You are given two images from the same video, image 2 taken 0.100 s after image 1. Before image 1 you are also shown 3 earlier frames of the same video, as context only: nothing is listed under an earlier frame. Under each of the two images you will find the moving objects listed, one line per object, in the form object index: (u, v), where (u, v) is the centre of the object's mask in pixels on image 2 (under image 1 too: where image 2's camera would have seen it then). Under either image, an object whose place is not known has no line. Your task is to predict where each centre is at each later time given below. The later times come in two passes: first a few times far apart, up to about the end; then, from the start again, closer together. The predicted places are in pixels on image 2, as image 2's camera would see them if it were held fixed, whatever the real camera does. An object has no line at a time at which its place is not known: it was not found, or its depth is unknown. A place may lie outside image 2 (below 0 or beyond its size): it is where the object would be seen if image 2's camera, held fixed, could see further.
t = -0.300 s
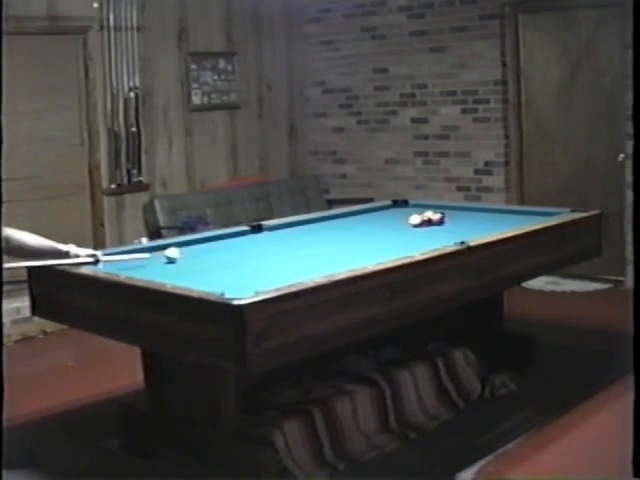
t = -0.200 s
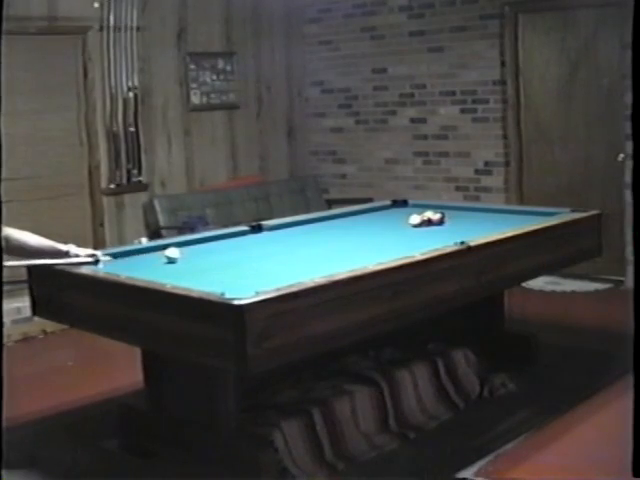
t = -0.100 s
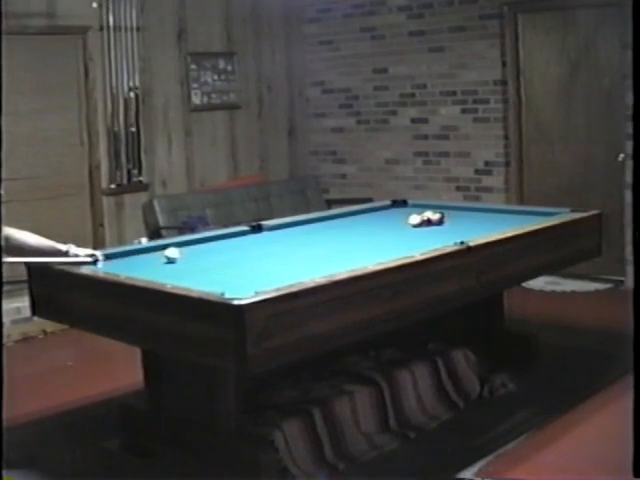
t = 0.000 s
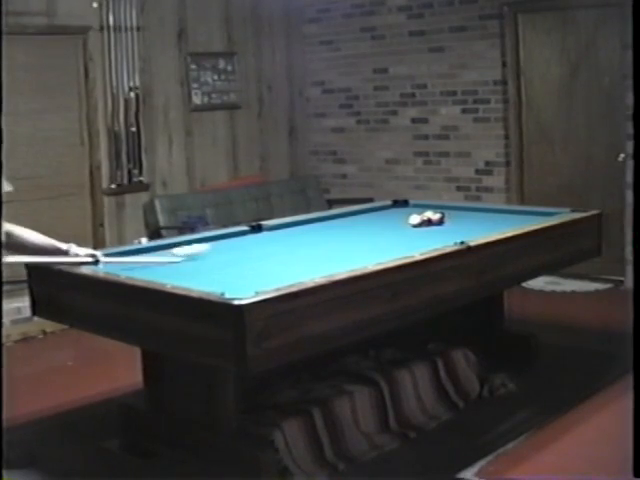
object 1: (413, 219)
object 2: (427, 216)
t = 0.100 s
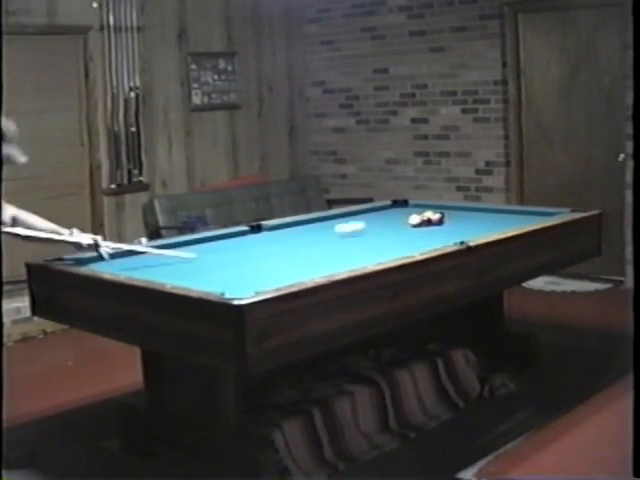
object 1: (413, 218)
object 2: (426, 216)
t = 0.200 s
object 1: (418, 219)
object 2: (432, 217)
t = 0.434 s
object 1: (428, 222)
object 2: (446, 214)
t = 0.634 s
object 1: (438, 224)
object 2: (458, 212)
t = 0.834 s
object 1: (447, 226)
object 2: (469, 210)
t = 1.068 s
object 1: (458, 229)
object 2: (481, 208)
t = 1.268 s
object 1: (468, 230)
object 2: (487, 208)
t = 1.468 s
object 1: (471, 232)
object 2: (483, 208)
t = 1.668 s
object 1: (463, 232)
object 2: (479, 209)
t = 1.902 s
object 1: (454, 233)
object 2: (476, 210)
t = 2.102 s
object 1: (446, 233)
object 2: (472, 212)
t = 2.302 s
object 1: (440, 232)
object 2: (469, 212)
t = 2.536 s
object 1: (435, 233)
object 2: (466, 213)
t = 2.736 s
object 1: (432, 233)
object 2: (464, 214)
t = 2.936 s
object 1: (429, 233)
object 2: (463, 214)
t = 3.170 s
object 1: (426, 232)
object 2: (460, 215)
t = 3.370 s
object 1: (425, 233)
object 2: (459, 216)
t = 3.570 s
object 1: (424, 233)
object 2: (458, 216)
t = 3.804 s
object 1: (424, 233)
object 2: (456, 217)
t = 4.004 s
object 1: (424, 233)
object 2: (454, 217)
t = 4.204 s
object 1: (425, 233)
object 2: (454, 217)
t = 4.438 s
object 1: (424, 233)
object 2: (452, 217)
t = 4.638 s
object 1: (425, 233)
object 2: (453, 217)
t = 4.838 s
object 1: (425, 233)
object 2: (452, 217)
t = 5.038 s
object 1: (425, 233)
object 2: (452, 217)
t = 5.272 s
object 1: (425, 232)
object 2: (453, 217)
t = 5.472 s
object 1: (425, 233)
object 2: (453, 217)
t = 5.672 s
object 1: (424, 233)
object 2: (453, 217)
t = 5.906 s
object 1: (424, 233)
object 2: (452, 218)
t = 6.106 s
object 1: (423, 233)
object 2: (451, 218)
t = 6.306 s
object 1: (424, 233)
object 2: (452, 218)
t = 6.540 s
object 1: (424, 233)
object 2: (453, 218)
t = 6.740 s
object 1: (424, 232)
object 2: (452, 218)
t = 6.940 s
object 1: (424, 232)
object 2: (452, 217)
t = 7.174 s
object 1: (424, 232)
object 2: (452, 218)
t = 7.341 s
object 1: (425, 232)
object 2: (452, 218)
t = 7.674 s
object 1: (425, 232)
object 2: (452, 218)
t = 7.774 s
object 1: (425, 232)
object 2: (453, 218)
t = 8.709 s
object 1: (425, 234)
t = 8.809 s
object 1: (425, 234)
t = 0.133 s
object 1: (415, 219)
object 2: (427, 217)
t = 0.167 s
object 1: (415, 219)
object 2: (429, 217)
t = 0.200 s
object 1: (418, 219)
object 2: (432, 217)
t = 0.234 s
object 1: (420, 220)
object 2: (434, 217)
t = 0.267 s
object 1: (421, 220)
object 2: (434, 214)
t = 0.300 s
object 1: (422, 221)
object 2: (438, 215)
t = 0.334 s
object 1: (424, 221)
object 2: (441, 215)
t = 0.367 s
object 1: (426, 221)
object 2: (443, 214)
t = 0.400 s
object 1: (427, 222)
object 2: (444, 214)
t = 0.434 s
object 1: (428, 222)
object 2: (446, 214)
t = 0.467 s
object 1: (430, 222)
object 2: (449, 214)
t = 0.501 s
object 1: (432, 223)
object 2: (451, 214)
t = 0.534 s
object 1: (434, 223)
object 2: (453, 213)
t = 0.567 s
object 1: (434, 224)
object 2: (454, 213)
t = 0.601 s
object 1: (437, 224)
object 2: (457, 212)
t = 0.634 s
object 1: (438, 224)
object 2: (458, 212)
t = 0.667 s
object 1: (440, 225)
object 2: (460, 212)
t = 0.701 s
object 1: (441, 225)
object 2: (462, 212)
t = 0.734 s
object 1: (442, 225)
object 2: (464, 211)
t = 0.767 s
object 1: (443, 226)
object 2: (465, 211)
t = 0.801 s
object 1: (446, 226)
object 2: (468, 210)
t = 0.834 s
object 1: (447, 226)
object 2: (469, 210)
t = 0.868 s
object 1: (449, 227)
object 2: (471, 210)
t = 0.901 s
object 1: (450, 228)
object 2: (473, 210)
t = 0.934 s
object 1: (453, 227)
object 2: (475, 209)
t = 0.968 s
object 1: (453, 228)
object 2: (476, 209)
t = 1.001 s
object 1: (455, 228)
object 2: (478, 209)
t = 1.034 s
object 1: (457, 229)
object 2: (480, 208)
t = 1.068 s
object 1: (458, 229)
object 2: (481, 208)
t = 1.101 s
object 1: (460, 229)
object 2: (482, 208)
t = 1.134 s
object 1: (462, 229)
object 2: (484, 208)
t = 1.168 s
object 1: (463, 230)
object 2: (486, 208)
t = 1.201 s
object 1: (465, 230)
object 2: (488, 208)
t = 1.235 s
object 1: (466, 230)
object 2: (487, 208)
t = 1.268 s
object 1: (468, 230)
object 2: (487, 208)
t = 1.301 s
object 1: (470, 231)
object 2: (486, 208)
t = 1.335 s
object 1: (471, 231)
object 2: (486, 208)
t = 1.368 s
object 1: (472, 231)
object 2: (485, 208)
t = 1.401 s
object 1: (474, 232)
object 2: (484, 208)
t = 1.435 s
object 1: (473, 232)
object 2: (484, 208)
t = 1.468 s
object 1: (471, 232)
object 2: (483, 208)
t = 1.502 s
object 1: (470, 232)
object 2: (482, 208)
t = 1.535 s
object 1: (469, 232)
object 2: (482, 209)
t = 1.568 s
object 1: (467, 232)
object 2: (481, 209)
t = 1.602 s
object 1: (466, 232)
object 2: (481, 209)
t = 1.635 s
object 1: (465, 232)
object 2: (480, 209)
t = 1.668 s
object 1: (463, 232)
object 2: (479, 209)
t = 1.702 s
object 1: (461, 233)
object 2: (479, 209)
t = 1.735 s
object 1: (460, 232)
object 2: (479, 209)
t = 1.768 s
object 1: (459, 232)
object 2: (478, 209)
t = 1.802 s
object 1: (458, 232)
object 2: (478, 209)
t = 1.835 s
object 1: (457, 233)
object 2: (476, 209)
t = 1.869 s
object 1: (455, 233)
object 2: (476, 209)
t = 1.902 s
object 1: (454, 233)
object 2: (476, 210)
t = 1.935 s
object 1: (453, 233)
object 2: (475, 210)
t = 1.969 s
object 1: (451, 234)
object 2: (474, 210)
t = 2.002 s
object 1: (450, 233)
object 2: (474, 211)
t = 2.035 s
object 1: (449, 233)
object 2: (473, 211)
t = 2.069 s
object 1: (447, 233)
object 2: (473, 212)
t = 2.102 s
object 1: (446, 233)
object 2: (472, 212)
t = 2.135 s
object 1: (445, 232)
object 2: (472, 211)
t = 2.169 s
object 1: (444, 232)
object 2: (471, 212)
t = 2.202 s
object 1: (443, 232)
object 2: (471, 212)
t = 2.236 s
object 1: (443, 232)
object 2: (471, 212)
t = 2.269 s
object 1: (442, 232)
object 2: (470, 212)
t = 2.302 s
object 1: (440, 232)
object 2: (469, 212)
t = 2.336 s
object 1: (440, 232)
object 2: (469, 212)
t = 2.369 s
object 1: (438, 232)
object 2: (468, 212)
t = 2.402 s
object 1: (437, 232)
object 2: (468, 212)
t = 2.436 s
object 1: (436, 232)
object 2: (468, 213)
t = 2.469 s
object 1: (437, 232)
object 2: (468, 213)
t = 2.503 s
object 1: (435, 233)
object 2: (466, 213)
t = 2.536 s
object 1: (435, 233)
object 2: (466, 213)
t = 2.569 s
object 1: (434, 232)
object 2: (465, 213)
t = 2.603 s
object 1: (433, 233)
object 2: (465, 213)
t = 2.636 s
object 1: (433, 232)
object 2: (465, 213)
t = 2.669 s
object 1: (432, 233)
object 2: (465, 214)
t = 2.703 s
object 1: (432, 233)
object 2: (465, 214)
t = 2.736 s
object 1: (432, 233)
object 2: (464, 214)
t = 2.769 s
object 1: (431, 233)
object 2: (464, 214)
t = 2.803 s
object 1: (430, 233)
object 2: (464, 214)
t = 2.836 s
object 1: (430, 232)
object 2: (463, 214)
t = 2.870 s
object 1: (429, 233)
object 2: (463, 214)
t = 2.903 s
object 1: (429, 233)
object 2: (463, 214)
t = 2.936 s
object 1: (429, 233)
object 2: (463, 214)
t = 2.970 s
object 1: (428, 232)
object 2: (462, 215)
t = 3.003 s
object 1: (427, 232)
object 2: (462, 215)
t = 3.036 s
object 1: (427, 233)
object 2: (462, 215)
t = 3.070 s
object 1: (427, 232)
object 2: (461, 215)
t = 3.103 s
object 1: (426, 233)
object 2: (461, 215)
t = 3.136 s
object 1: (426, 233)
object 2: (461, 215)
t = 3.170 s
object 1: (426, 232)
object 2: (460, 215)
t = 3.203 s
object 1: (426, 232)
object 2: (460, 215)
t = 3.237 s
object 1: (425, 233)
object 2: (460, 215)
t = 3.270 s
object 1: (425, 233)
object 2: (460, 215)
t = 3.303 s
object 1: (425, 233)
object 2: (459, 216)
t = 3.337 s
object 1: (425, 233)
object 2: (459, 216)
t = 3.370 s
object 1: (425, 233)
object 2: (459, 216)
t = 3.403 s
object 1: (424, 233)
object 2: (459, 216)
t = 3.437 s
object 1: (424, 233)
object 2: (459, 216)
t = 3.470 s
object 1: (424, 233)
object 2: (458, 216)
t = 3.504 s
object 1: (424, 233)
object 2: (458, 216)
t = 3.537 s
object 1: (424, 233)
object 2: (458, 216)
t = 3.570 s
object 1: (424, 233)
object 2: (458, 216)
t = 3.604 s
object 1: (424, 233)
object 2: (457, 216)
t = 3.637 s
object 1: (424, 233)
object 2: (457, 216)
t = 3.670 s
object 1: (425, 232)
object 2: (457, 216)
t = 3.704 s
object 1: (424, 233)
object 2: (457, 216)
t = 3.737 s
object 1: (424, 233)
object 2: (456, 216)
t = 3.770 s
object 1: (424, 233)
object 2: (456, 216)
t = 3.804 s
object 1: (424, 233)
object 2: (456, 217)
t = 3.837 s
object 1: (424, 233)
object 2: (456, 217)
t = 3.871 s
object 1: (424, 233)
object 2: (456, 217)
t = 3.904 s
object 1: (424, 233)
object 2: (455, 217)
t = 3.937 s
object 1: (424, 233)
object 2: (455, 217)
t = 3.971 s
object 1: (424, 233)
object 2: (454, 217)
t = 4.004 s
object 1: (424, 233)
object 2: (454, 217)
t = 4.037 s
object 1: (424, 233)
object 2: (454, 217)
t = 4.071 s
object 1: (424, 233)
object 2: (454, 217)
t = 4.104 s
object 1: (424, 233)
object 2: (453, 217)
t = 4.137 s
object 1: (424, 233)
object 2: (454, 217)
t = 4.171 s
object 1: (425, 233)
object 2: (454, 217)
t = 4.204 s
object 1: (425, 233)
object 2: (454, 217)
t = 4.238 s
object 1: (424, 233)
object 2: (454, 217)
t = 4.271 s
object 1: (424, 233)
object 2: (453, 217)
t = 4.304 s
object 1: (424, 233)
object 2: (453, 217)
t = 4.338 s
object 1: (425, 233)
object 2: (453, 217)
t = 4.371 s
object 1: (425, 233)
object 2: (453, 217)
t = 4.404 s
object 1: (424, 233)
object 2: (453, 217)
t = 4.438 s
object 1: (424, 233)
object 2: (452, 217)
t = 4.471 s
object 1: (425, 233)
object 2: (453, 217)
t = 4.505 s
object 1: (424, 233)
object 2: (453, 217)
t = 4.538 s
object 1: (424, 233)
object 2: (453, 217)
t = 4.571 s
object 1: (425, 233)
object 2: (453, 217)
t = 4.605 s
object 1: (425, 233)
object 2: (453, 217)
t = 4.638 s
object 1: (425, 233)
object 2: (453, 217)
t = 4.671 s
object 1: (425, 233)
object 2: (452, 217)
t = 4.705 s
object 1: (424, 233)
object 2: (452, 217)
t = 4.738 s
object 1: (425, 233)
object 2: (452, 217)
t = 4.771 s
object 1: (425, 233)
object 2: (452, 217)
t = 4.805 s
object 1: (425, 233)
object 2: (452, 217)
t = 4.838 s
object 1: (425, 233)
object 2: (452, 217)
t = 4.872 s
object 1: (425, 233)
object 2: (452, 217)
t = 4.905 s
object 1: (425, 233)
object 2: (452, 217)
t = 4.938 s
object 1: (425, 232)
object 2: (453, 217)
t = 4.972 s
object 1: (425, 232)
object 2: (452, 217)
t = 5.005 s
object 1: (425, 232)
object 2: (452, 217)
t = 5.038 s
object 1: (425, 233)
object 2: (452, 217)
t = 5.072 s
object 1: (425, 233)
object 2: (453, 217)
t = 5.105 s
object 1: (425, 232)
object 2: (452, 217)
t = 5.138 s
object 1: (425, 233)
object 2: (452, 217)
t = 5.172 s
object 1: (424, 232)
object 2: (452, 217)
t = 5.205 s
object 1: (424, 232)
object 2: (452, 217)
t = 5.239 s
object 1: (425, 233)
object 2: (453, 217)
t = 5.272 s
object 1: (425, 232)
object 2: (453, 217)
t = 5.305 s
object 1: (425, 233)
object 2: (453, 217)
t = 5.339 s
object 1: (425, 233)
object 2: (453, 217)
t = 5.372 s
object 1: (425, 232)
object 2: (453, 217)
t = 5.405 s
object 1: (425, 232)
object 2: (453, 217)
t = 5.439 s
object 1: (425, 232)
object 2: (453, 217)
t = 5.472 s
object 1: (425, 233)
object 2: (453, 217)
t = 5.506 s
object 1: (425, 232)
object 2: (453, 217)
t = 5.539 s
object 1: (425, 232)
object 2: (452, 217)
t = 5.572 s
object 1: (425, 232)
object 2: (452, 217)
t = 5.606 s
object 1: (425, 232)
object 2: (453, 217)
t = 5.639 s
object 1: (425, 232)
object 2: (453, 217)
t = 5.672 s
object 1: (424, 233)
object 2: (453, 217)
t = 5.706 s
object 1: (424, 233)
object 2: (452, 218)
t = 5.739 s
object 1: (424, 232)
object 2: (452, 218)
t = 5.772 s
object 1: (424, 232)
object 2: (452, 218)
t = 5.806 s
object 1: (424, 232)
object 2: (452, 218)
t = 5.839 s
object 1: (424, 232)
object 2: (452, 218)
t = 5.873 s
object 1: (424, 232)
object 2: (452, 218)
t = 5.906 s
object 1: (424, 233)
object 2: (452, 218)
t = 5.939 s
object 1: (424, 233)
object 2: (452, 217)
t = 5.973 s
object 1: (424, 233)
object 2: (452, 217)
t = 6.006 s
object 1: (424, 232)
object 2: (452, 217)
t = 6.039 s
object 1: (423, 233)
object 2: (452, 217)
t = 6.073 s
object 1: (424, 233)
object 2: (452, 218)
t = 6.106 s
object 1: (423, 233)
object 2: (451, 218)
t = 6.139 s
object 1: (424, 233)
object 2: (452, 218)
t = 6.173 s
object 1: (424, 233)
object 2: (451, 217)
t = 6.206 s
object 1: (424, 233)
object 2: (452, 218)
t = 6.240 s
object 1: (424, 233)
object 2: (452, 218)
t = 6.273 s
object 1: (424, 233)
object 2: (452, 218)
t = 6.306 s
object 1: (424, 233)
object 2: (452, 218)
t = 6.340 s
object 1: (424, 233)
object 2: (452, 218)
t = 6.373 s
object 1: (424, 233)
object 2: (452, 218)
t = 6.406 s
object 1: (424, 233)
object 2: (452, 218)
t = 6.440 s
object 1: (424, 233)
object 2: (452, 218)
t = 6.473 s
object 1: (424, 232)
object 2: (453, 218)
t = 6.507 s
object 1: (424, 233)
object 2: (452, 217)
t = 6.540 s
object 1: (424, 233)
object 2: (453, 218)
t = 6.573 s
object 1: (424, 232)
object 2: (452, 218)
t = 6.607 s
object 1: (424, 232)
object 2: (452, 217)
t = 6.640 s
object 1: (424, 233)
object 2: (452, 218)
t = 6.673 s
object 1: (424, 233)
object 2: (452, 218)
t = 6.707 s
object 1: (424, 232)
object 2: (452, 218)
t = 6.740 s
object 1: (424, 232)
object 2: (452, 218)
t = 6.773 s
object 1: (424, 232)
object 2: (452, 218)
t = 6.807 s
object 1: (424, 233)
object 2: (452, 217)
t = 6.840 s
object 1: (424, 232)
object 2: (452, 218)
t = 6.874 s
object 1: (424, 232)
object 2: (452, 217)
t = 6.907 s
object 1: (424, 232)
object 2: (452, 218)
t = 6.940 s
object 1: (424, 232)
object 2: (452, 217)
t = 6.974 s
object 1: (424, 232)
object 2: (452, 218)
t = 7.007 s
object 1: (424, 232)
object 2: (452, 218)
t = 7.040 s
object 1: (424, 232)
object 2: (452, 218)
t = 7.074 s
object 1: (424, 232)
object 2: (452, 217)
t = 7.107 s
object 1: (424, 232)
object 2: (452, 218)
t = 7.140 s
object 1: (424, 232)
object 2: (453, 218)
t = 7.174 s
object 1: (424, 232)
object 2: (452, 218)
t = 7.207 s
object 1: (424, 232)
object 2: (452, 218)
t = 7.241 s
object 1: (425, 232)
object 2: (452, 218)
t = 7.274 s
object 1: (425, 232)
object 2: (452, 218)
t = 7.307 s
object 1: (424, 232)
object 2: (452, 218)
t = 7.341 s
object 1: (425, 232)
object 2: (452, 218)
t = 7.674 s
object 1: (425, 232)
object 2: (452, 218)
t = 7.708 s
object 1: (425, 232)
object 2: (452, 218)
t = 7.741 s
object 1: (425, 232)
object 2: (453, 218)
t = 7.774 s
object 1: (425, 232)
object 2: (453, 218)
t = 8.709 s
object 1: (425, 234)
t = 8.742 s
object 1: (425, 234)
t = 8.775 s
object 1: (425, 234)
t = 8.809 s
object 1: (425, 234)
